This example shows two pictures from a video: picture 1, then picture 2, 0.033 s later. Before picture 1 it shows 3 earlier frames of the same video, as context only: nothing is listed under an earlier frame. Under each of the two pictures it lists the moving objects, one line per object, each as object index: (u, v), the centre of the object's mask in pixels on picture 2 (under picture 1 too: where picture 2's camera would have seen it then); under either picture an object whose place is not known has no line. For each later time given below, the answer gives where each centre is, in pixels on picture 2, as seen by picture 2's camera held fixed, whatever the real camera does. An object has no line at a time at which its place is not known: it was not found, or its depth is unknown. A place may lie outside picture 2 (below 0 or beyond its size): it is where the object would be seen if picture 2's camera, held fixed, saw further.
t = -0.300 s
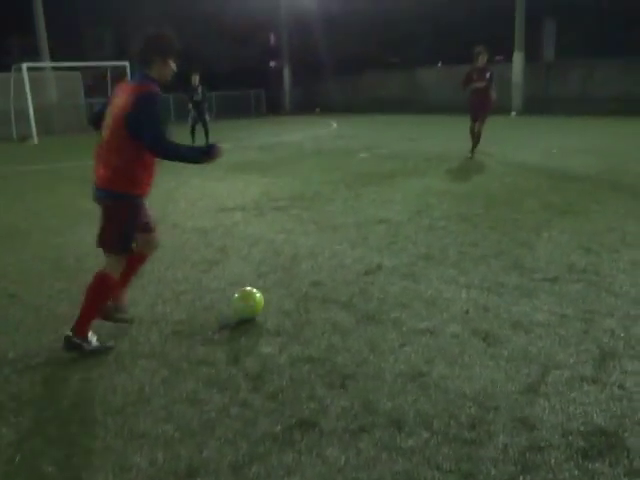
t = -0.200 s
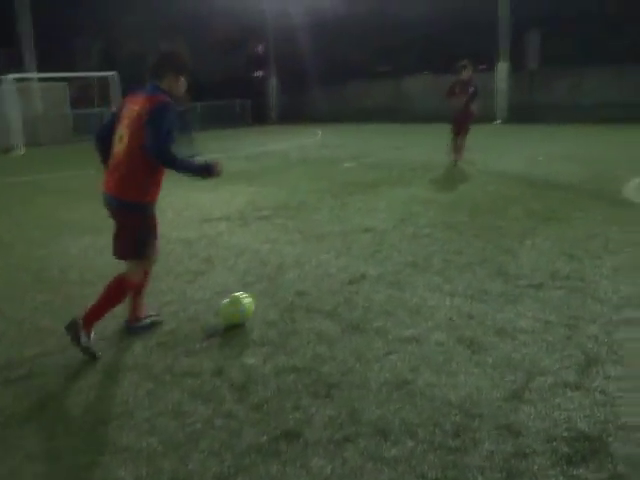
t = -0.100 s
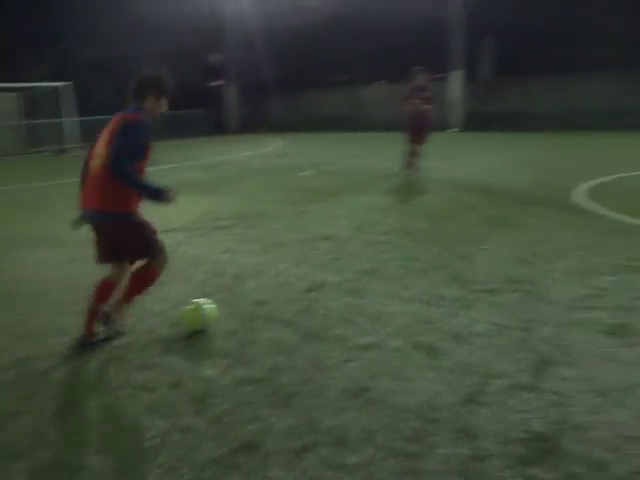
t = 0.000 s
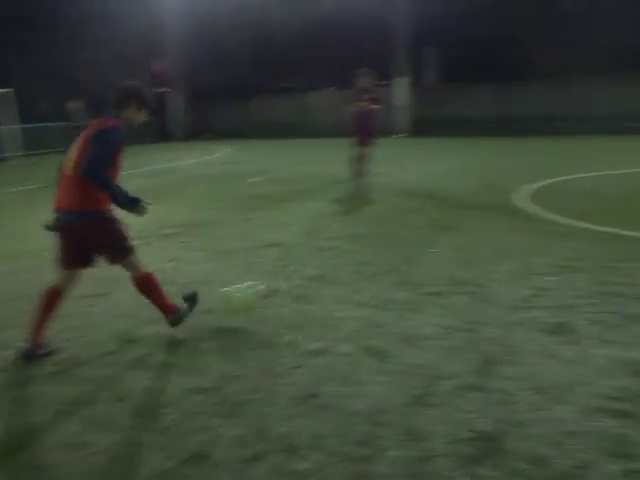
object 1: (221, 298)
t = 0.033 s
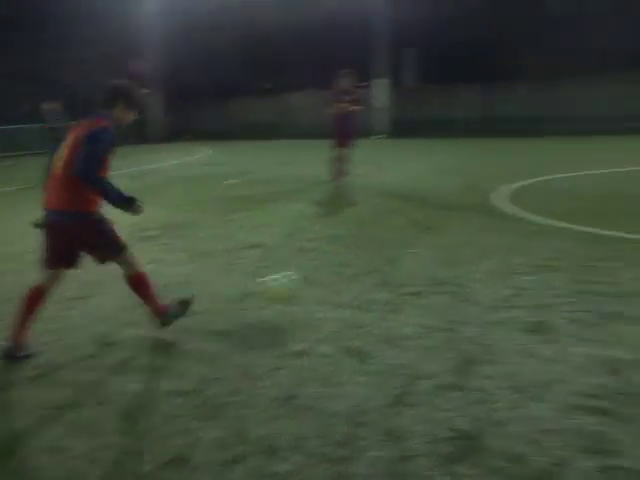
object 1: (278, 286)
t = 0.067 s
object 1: (332, 275)
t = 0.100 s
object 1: (386, 267)
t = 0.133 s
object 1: (433, 260)
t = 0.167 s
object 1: (481, 257)
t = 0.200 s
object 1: (527, 252)
